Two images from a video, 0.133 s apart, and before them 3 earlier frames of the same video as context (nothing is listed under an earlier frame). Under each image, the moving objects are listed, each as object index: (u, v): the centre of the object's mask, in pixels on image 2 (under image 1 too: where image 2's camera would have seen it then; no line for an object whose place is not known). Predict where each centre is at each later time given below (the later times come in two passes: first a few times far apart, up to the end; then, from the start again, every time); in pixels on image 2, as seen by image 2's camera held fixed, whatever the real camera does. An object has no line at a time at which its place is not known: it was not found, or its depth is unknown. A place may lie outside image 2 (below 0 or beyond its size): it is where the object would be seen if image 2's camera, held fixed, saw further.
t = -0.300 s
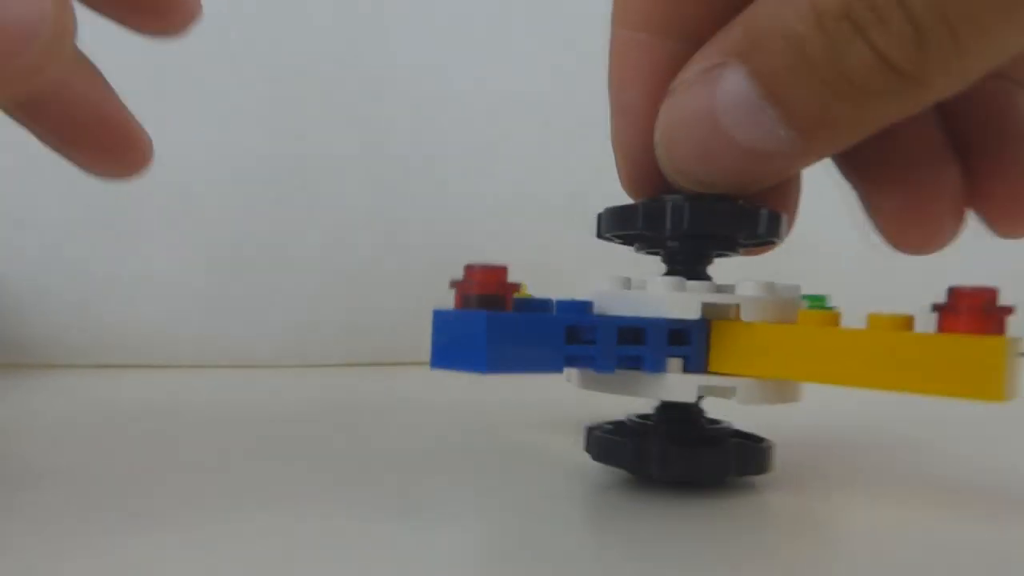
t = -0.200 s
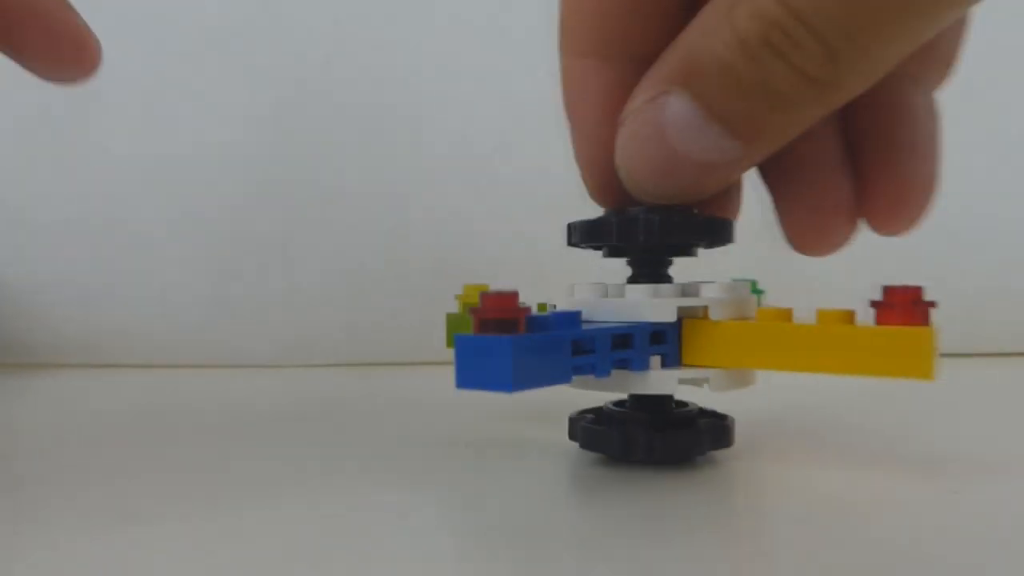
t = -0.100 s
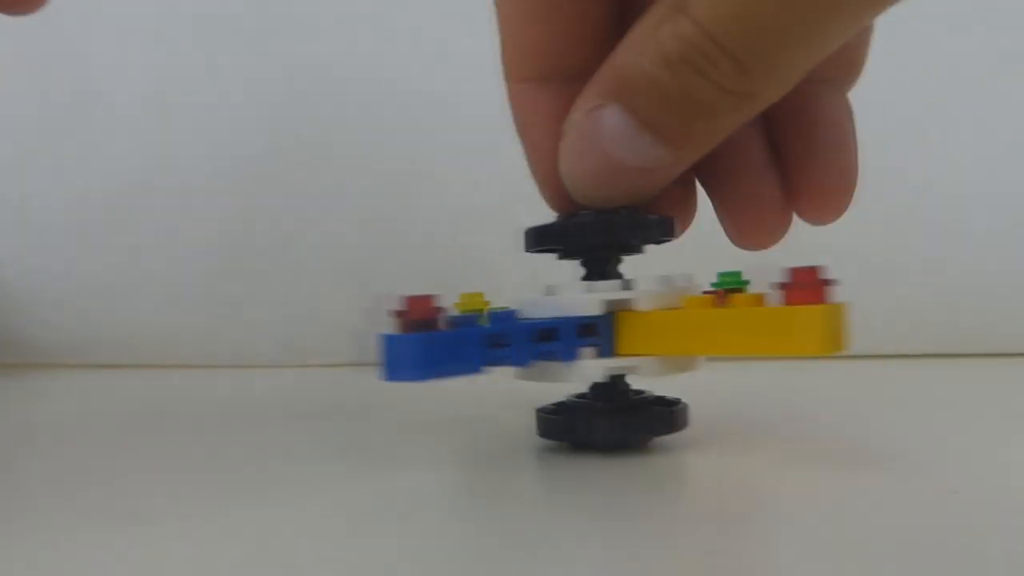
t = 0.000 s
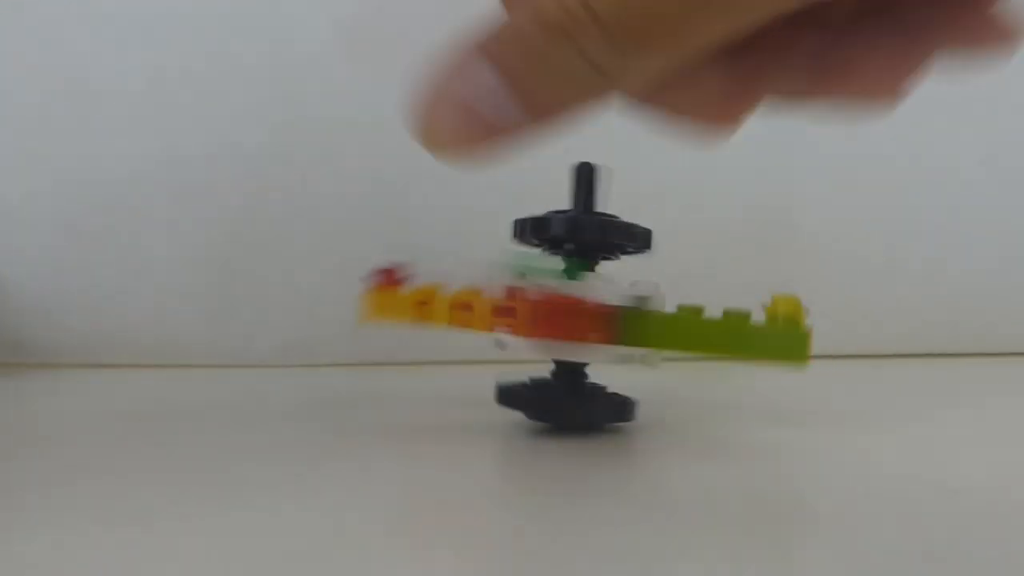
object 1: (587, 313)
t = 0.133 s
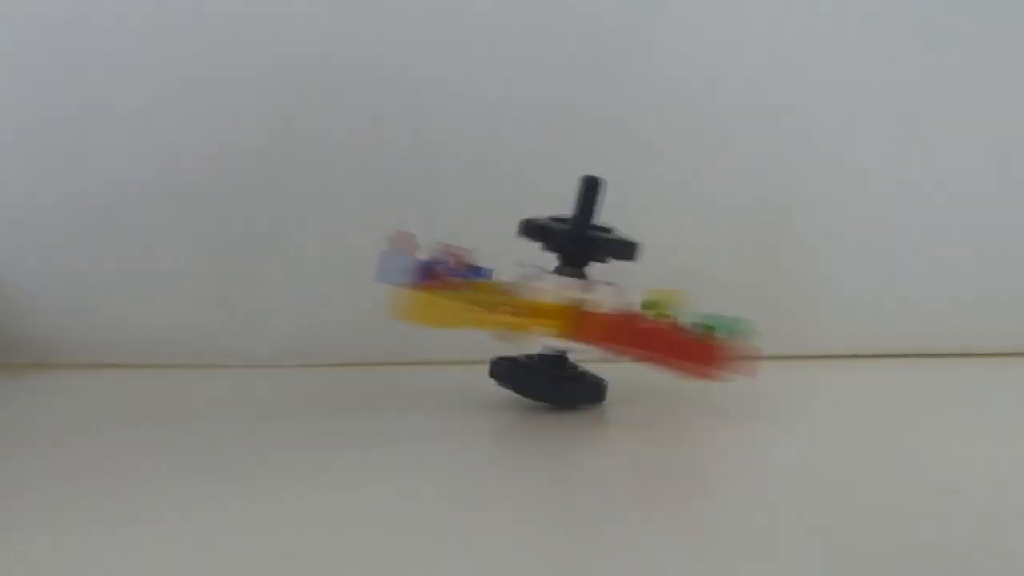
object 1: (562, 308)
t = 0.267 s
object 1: (530, 304)
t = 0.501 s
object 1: (396, 304)
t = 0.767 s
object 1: (262, 319)
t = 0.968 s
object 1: (291, 338)
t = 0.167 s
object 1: (558, 304)
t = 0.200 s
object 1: (548, 301)
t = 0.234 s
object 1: (540, 303)
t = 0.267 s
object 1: (530, 304)
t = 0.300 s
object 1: (520, 300)
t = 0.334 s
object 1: (505, 298)
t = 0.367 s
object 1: (480, 300)
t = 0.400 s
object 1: (454, 303)
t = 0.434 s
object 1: (432, 299)
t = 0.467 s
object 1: (411, 300)
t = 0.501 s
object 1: (396, 304)
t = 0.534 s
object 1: (371, 300)
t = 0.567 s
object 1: (351, 302)
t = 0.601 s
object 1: (336, 305)
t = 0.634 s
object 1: (310, 310)
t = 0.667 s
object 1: (309, 307)
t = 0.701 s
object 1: (286, 314)
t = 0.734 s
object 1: (281, 313)
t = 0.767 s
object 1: (262, 319)
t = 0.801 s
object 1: (265, 321)
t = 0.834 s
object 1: (266, 325)
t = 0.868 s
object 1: (266, 329)
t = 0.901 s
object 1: (272, 334)
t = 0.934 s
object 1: (277, 341)
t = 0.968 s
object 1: (291, 338)
